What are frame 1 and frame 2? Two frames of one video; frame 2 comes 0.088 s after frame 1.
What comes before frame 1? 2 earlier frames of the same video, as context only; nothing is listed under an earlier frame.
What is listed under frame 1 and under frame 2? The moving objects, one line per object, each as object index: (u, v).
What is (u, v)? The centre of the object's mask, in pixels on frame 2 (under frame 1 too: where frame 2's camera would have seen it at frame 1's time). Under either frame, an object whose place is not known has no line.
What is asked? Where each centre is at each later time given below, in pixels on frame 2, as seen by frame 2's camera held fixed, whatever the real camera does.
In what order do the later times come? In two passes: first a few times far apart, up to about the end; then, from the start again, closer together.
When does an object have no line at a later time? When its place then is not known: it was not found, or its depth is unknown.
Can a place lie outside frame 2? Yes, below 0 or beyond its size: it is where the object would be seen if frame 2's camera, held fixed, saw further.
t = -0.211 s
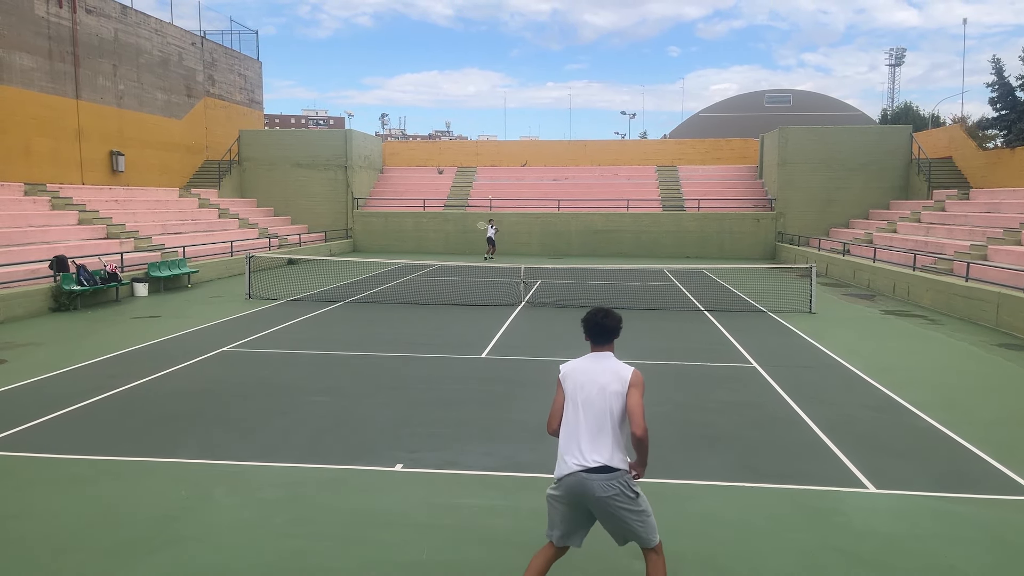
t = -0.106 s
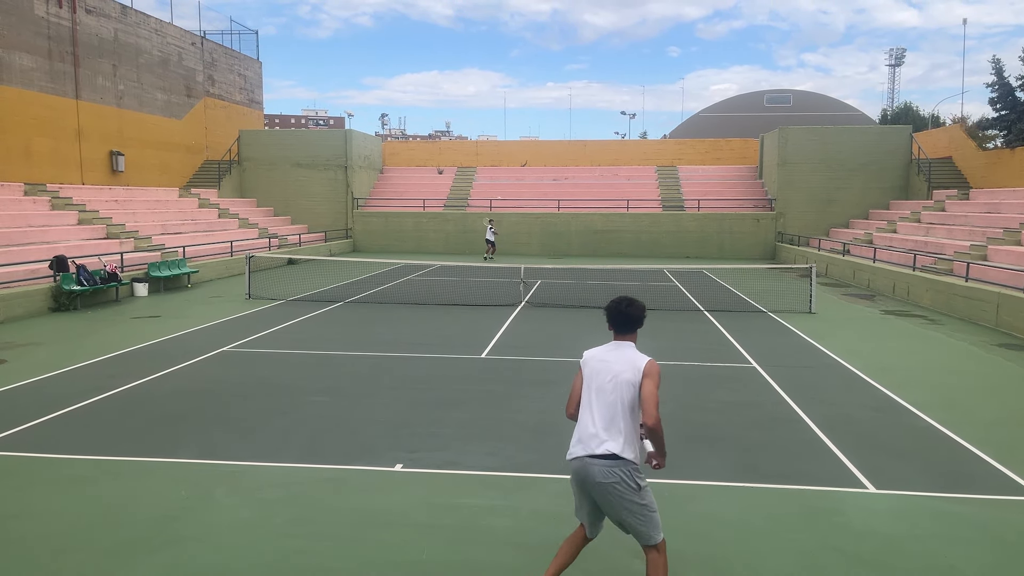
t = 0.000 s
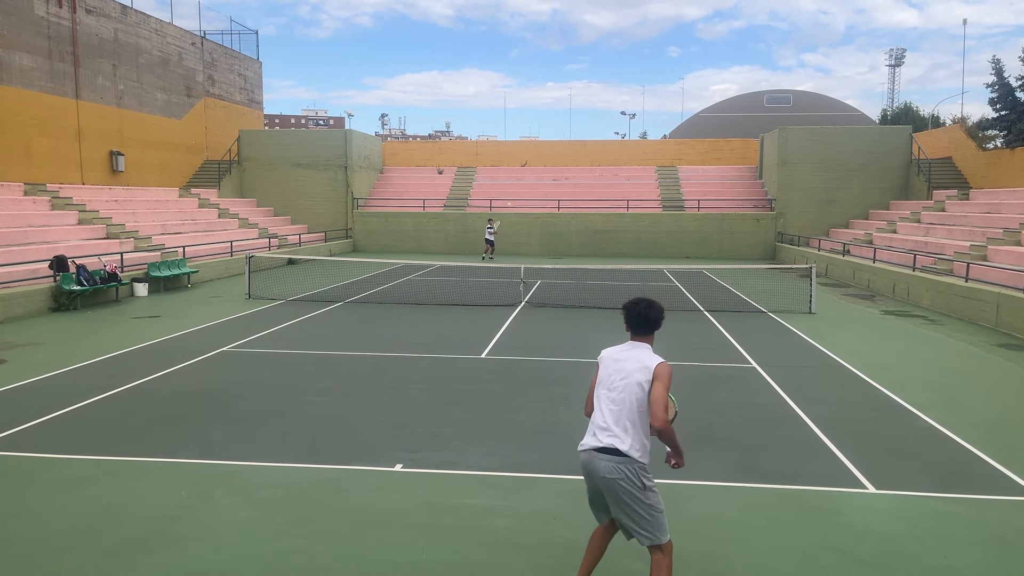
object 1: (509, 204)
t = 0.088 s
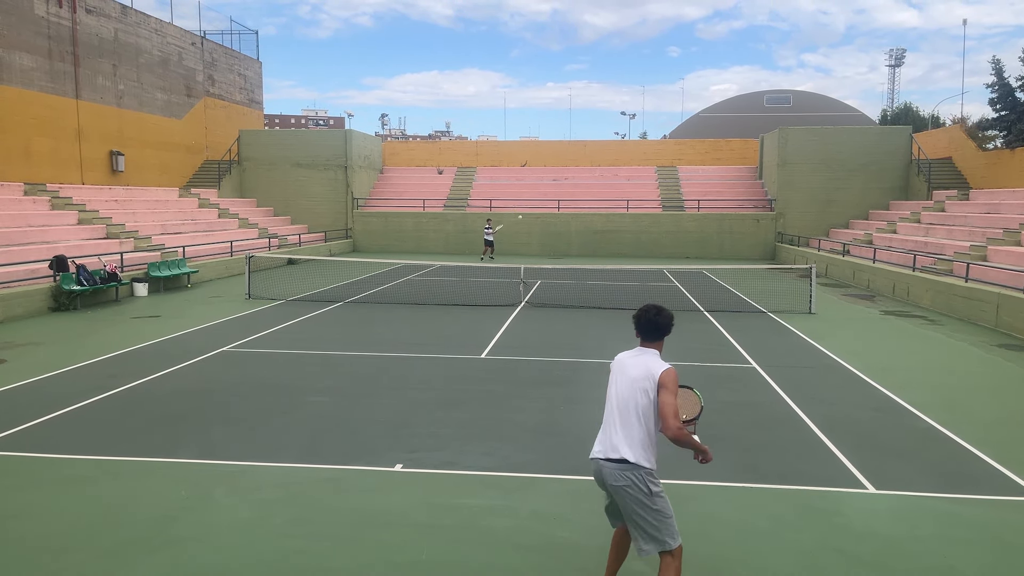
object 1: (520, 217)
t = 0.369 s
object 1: (558, 297)
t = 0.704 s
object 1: (636, 306)
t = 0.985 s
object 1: (761, 292)
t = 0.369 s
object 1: (558, 297)
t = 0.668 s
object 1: (626, 311)
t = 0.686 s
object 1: (631, 308)
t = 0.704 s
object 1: (636, 306)
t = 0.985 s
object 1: (761, 292)
